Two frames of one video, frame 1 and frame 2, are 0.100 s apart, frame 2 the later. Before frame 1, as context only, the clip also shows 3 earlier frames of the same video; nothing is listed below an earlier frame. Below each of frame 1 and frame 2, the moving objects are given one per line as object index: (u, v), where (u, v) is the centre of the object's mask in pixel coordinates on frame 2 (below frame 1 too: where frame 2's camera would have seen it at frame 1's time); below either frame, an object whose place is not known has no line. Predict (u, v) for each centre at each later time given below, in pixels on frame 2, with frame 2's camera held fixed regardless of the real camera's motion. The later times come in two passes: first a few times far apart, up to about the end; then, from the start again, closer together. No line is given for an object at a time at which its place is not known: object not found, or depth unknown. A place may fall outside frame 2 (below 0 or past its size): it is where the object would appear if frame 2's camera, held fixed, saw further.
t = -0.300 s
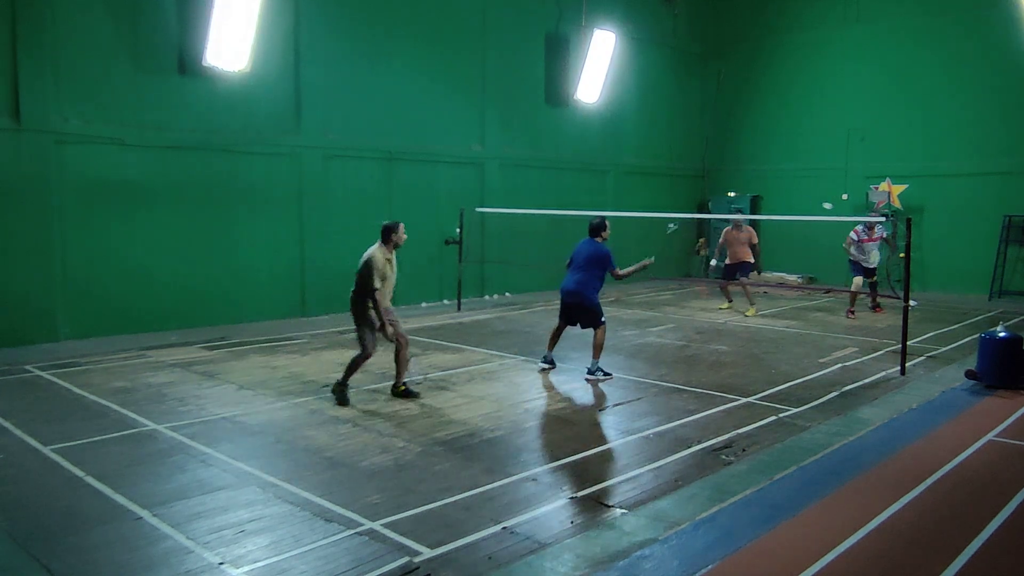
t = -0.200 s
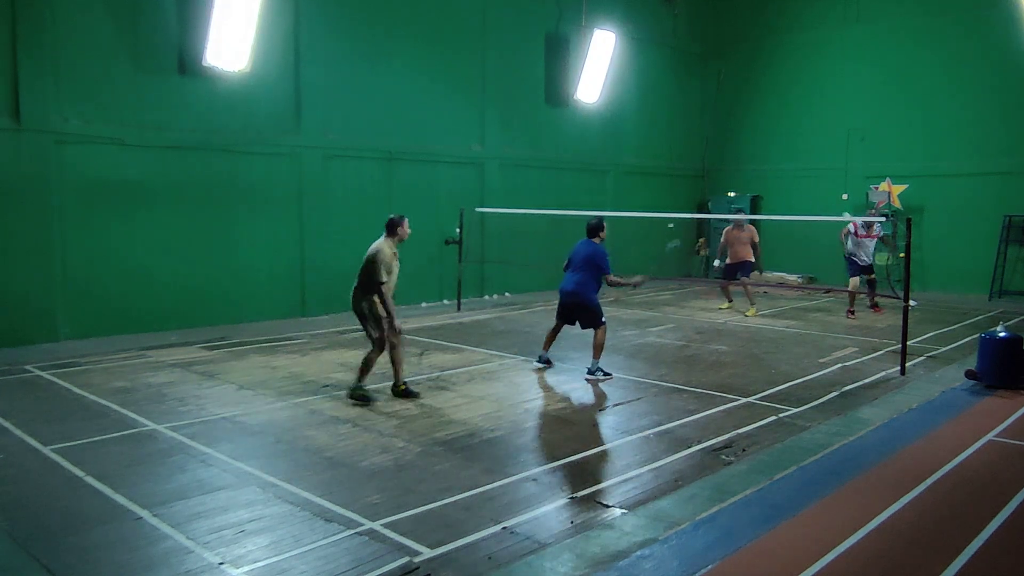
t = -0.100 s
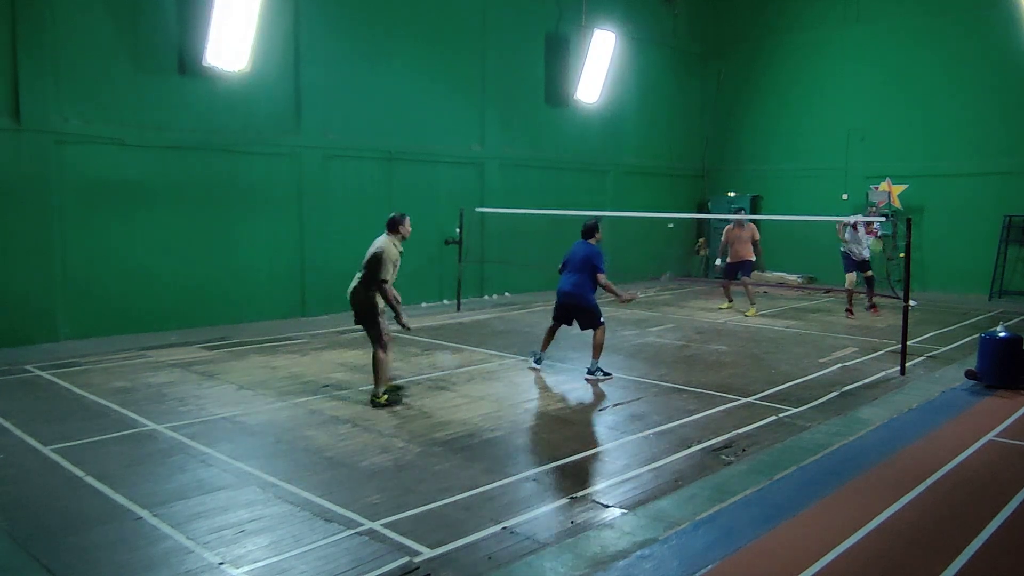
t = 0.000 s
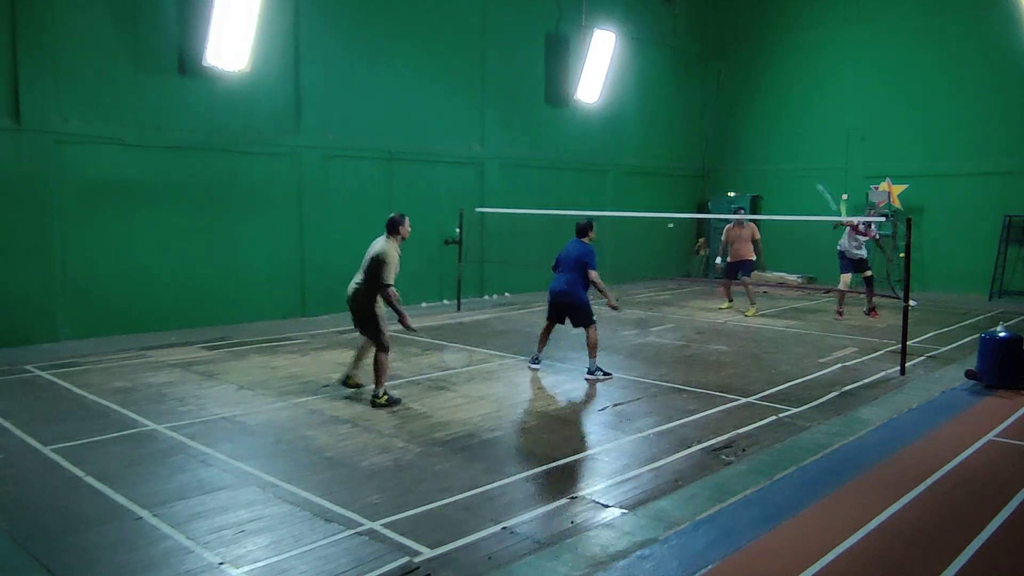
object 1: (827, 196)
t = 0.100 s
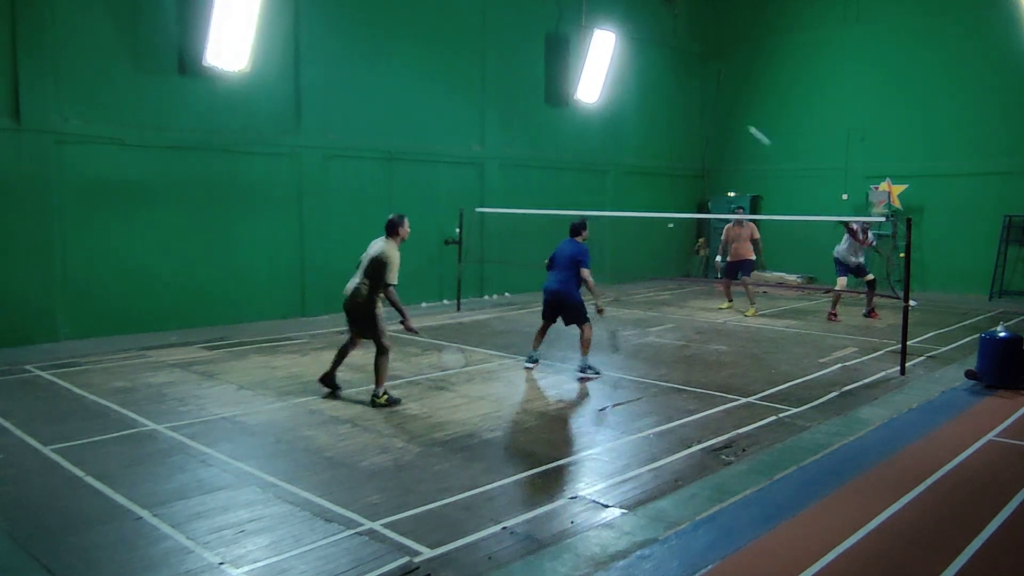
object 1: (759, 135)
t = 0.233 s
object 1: (678, 75)
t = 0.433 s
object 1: (563, 23)
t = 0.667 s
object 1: (432, 23)
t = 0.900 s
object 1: (303, 95)
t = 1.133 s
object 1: (184, 242)
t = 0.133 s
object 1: (738, 118)
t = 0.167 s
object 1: (718, 103)
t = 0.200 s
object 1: (697, 89)
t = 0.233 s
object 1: (678, 75)
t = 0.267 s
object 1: (658, 63)
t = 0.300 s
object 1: (640, 53)
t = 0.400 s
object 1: (581, 28)
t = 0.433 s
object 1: (563, 23)
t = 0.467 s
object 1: (545, 19)
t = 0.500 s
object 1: (526, 16)
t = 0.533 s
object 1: (507, 14)
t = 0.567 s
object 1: (488, 14)
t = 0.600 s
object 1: (469, 16)
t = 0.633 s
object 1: (450, 19)
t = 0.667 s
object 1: (432, 23)
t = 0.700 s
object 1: (413, 29)
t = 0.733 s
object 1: (394, 36)
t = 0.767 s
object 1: (376, 45)
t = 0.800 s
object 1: (358, 55)
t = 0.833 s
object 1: (339, 67)
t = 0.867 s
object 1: (320, 80)
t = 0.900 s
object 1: (303, 95)
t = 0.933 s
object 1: (285, 111)
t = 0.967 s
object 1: (267, 129)
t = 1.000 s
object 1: (250, 149)
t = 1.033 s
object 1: (233, 169)
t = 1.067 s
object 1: (217, 192)
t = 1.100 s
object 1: (200, 217)
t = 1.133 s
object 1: (184, 242)
